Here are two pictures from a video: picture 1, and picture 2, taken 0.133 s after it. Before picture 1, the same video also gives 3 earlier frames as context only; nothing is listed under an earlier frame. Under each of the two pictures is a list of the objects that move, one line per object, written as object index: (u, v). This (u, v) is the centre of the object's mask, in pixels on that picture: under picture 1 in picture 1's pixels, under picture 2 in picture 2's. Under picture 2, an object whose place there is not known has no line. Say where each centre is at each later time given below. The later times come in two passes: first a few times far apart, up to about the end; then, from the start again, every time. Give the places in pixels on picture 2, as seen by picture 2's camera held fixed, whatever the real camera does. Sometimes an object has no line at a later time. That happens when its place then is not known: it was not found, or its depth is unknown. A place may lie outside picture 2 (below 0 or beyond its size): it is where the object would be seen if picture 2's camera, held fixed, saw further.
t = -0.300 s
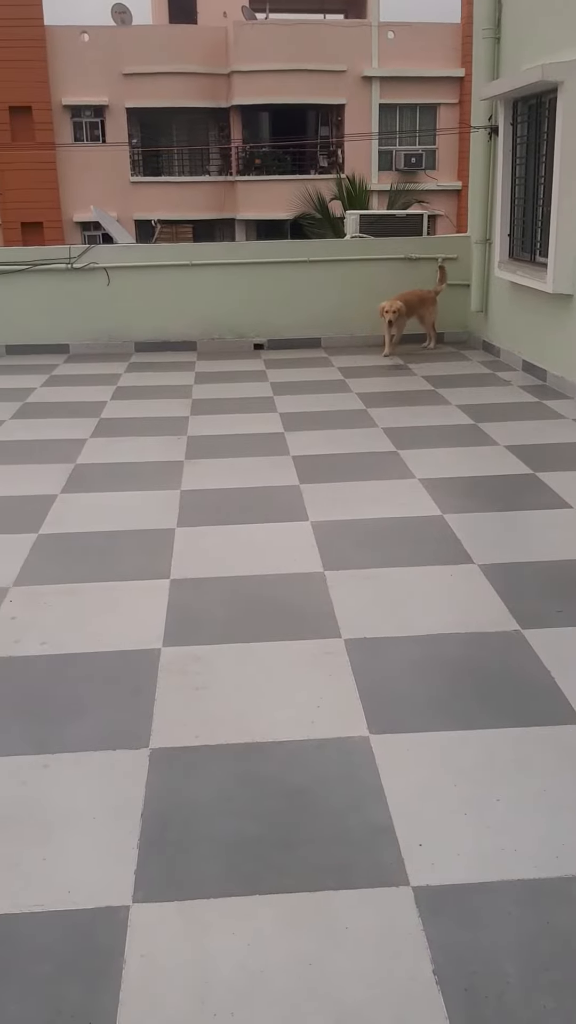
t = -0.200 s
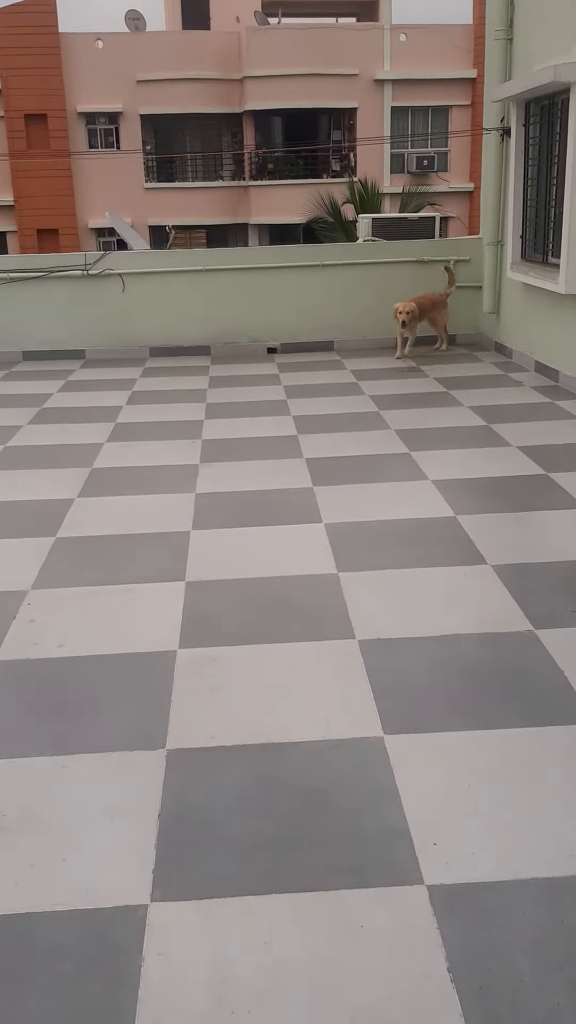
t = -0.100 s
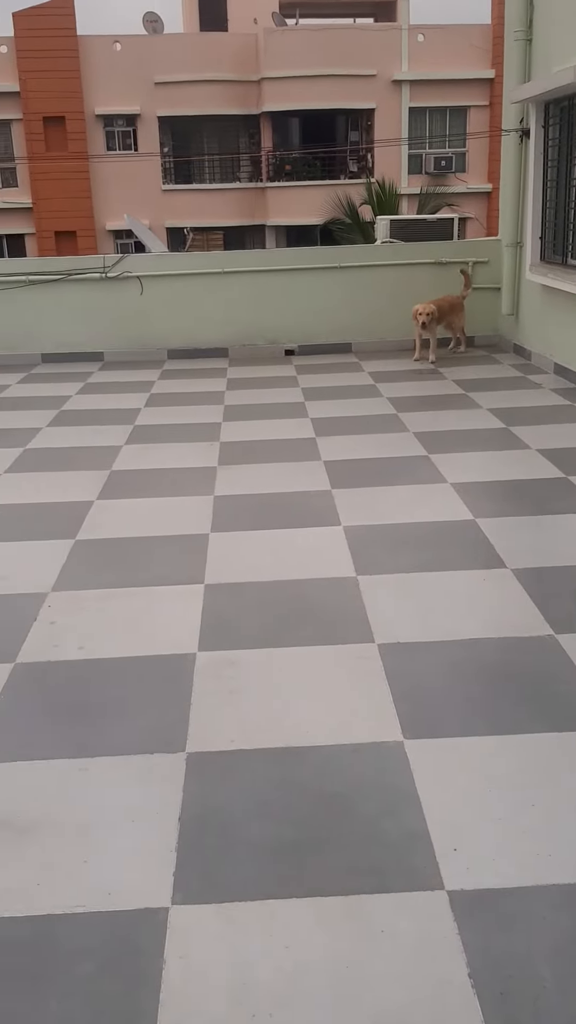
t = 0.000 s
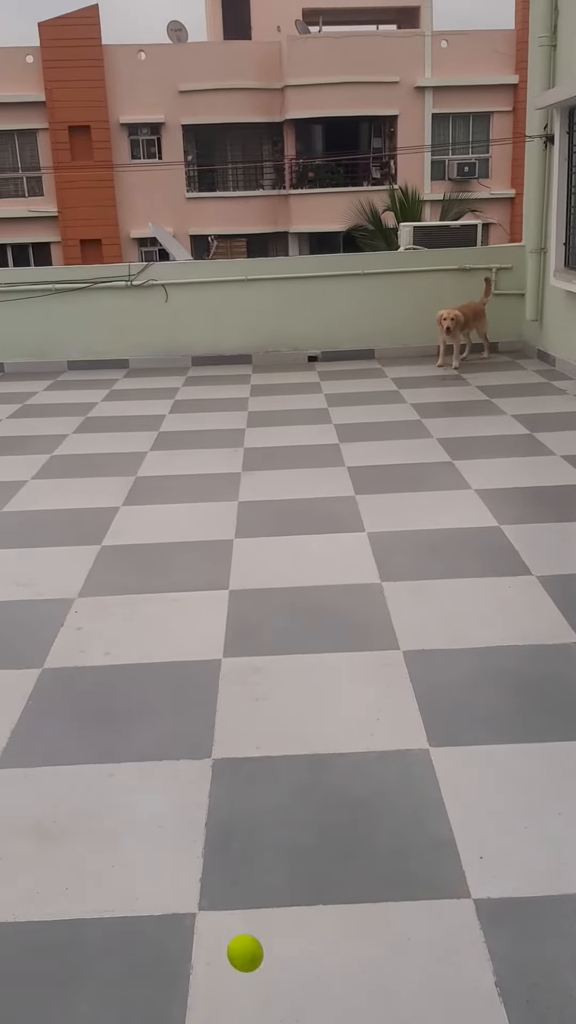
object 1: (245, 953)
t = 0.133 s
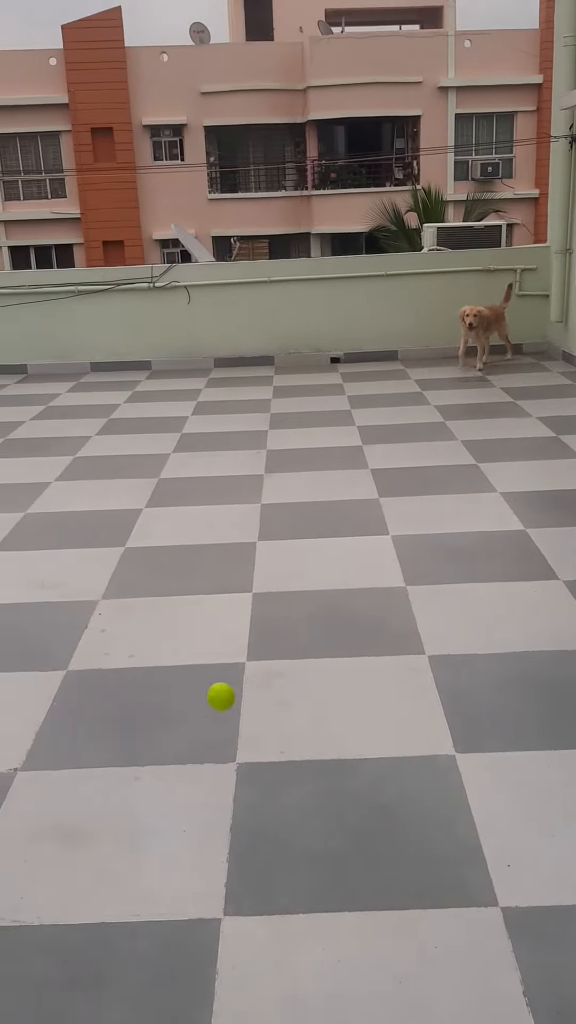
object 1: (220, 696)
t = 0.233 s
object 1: (201, 613)
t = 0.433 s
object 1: (183, 591)
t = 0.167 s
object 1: (213, 660)
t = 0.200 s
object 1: (206, 633)
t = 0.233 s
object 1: (201, 613)
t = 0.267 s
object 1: (196, 598)
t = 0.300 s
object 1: (193, 589)
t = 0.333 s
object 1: (189, 585)
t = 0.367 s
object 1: (187, 583)
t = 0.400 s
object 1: (185, 586)
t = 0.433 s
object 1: (183, 591)
